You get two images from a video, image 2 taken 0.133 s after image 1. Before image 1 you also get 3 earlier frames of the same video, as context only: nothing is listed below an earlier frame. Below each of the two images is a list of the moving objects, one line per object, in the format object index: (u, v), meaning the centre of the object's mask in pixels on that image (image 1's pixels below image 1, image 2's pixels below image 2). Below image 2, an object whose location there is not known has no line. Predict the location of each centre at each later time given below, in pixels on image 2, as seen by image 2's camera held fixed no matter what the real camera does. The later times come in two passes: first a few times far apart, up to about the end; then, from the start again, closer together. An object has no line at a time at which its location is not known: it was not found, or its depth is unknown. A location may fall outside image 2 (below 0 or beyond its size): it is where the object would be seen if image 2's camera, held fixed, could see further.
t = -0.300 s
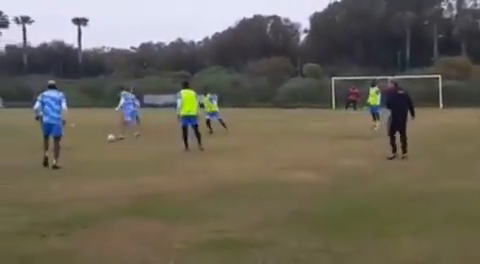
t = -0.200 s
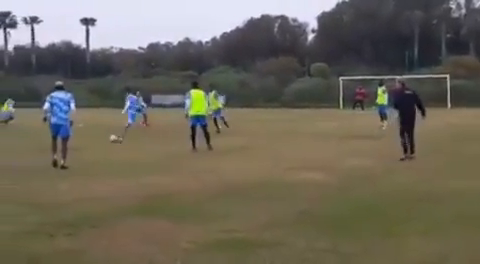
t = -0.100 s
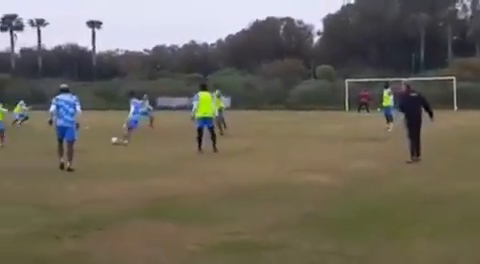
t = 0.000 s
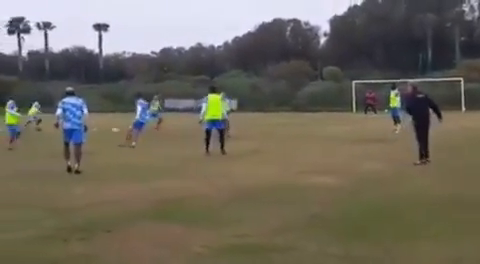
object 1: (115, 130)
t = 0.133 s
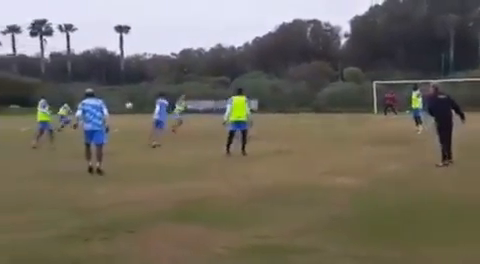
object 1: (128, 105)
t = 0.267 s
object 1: (119, 87)
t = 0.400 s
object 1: (120, 72)
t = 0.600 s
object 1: (113, 55)
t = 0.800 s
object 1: (108, 52)
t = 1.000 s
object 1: (105, 57)
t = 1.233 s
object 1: (102, 71)
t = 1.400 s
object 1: (100, 83)
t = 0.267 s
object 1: (119, 87)
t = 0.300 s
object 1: (119, 82)
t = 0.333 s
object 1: (120, 78)
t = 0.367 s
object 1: (119, 74)
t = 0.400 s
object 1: (120, 72)
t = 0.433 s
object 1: (119, 67)
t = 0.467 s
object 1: (120, 64)
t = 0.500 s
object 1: (119, 61)
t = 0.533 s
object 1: (117, 59)
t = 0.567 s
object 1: (115, 57)
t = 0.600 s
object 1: (113, 55)
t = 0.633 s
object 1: (111, 54)
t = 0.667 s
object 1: (111, 54)
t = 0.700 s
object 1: (110, 53)
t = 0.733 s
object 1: (109, 53)
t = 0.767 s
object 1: (109, 52)
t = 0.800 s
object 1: (108, 52)
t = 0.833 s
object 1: (108, 52)
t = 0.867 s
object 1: (108, 53)
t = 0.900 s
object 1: (107, 54)
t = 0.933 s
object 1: (105, 55)
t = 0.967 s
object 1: (105, 56)
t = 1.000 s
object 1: (105, 57)
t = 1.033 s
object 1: (104, 59)
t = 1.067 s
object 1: (103, 61)
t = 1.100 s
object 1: (102, 62)
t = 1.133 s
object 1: (102, 64)
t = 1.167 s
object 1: (102, 66)
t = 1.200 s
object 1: (102, 69)
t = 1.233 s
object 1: (102, 71)
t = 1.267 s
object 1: (102, 73)
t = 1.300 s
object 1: (101, 76)
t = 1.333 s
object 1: (101, 78)
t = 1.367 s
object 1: (100, 81)
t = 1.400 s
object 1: (100, 83)
